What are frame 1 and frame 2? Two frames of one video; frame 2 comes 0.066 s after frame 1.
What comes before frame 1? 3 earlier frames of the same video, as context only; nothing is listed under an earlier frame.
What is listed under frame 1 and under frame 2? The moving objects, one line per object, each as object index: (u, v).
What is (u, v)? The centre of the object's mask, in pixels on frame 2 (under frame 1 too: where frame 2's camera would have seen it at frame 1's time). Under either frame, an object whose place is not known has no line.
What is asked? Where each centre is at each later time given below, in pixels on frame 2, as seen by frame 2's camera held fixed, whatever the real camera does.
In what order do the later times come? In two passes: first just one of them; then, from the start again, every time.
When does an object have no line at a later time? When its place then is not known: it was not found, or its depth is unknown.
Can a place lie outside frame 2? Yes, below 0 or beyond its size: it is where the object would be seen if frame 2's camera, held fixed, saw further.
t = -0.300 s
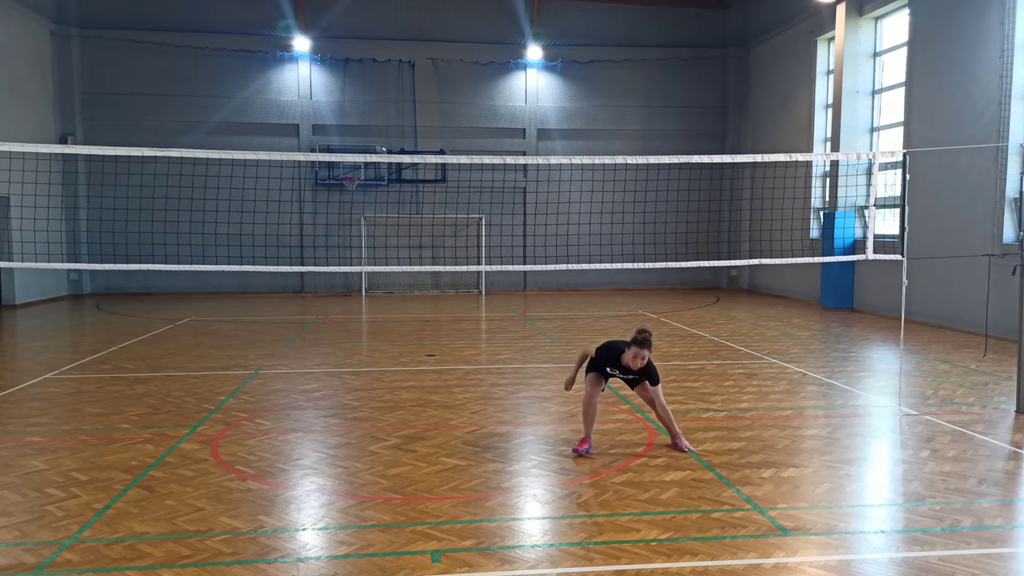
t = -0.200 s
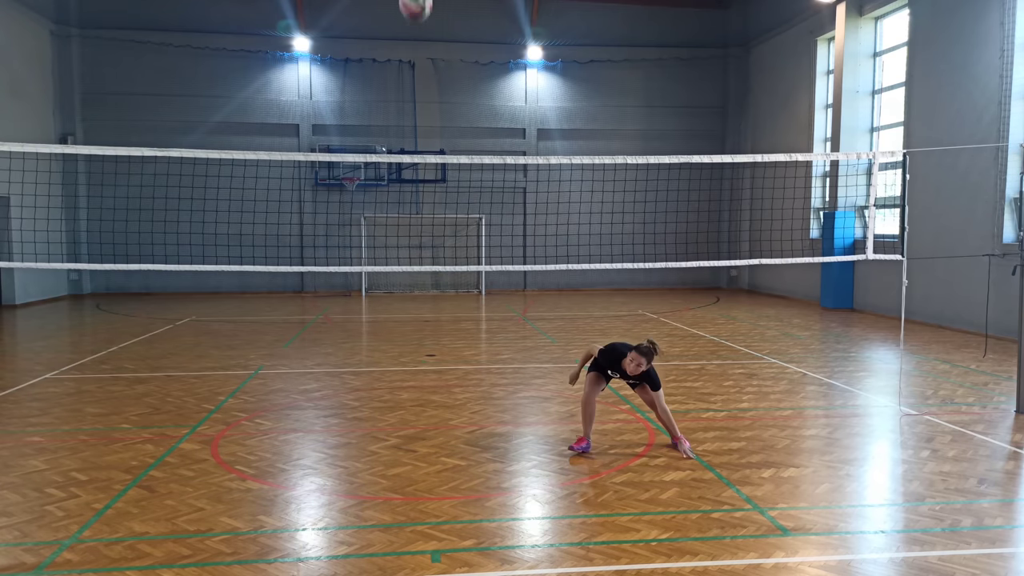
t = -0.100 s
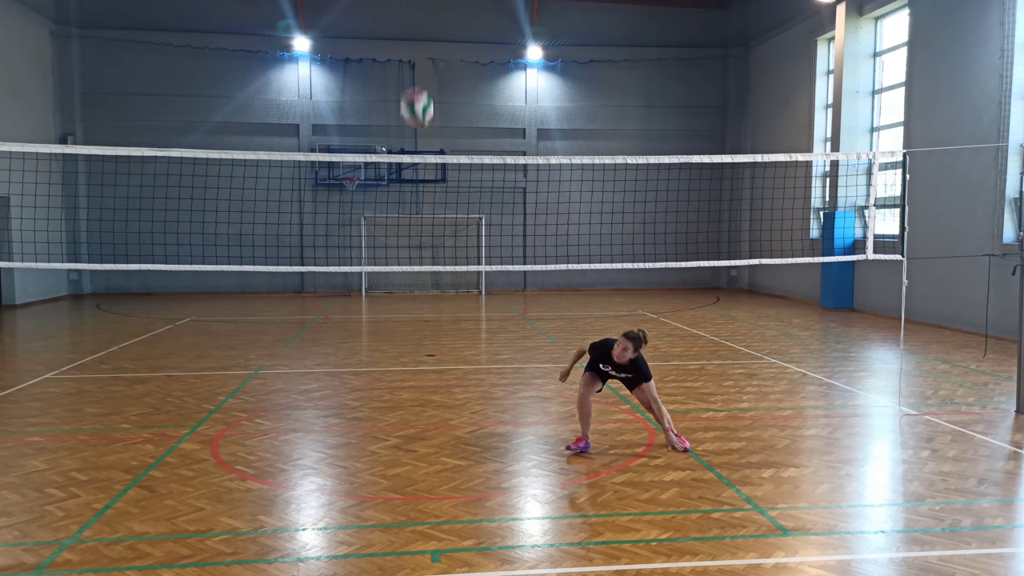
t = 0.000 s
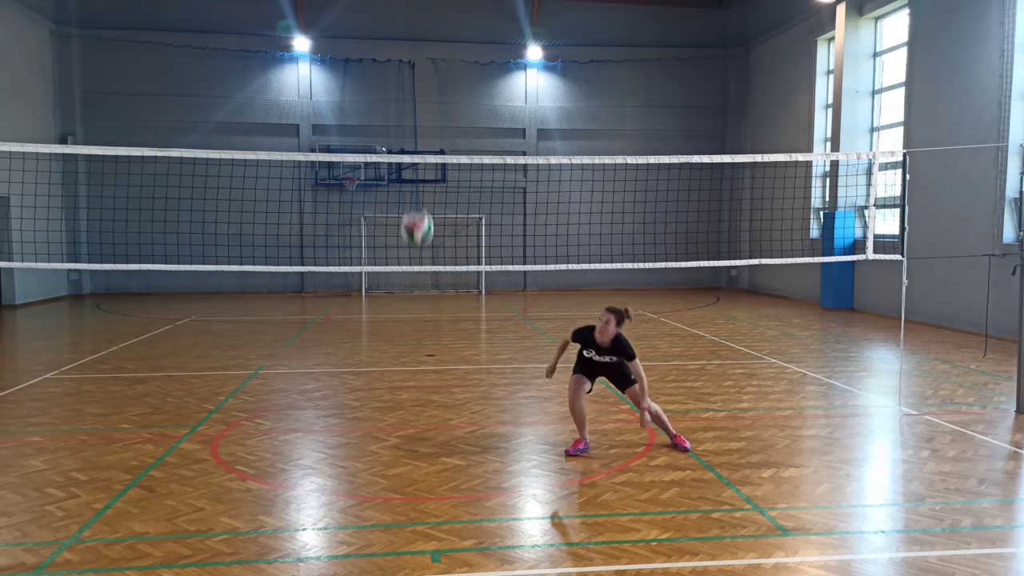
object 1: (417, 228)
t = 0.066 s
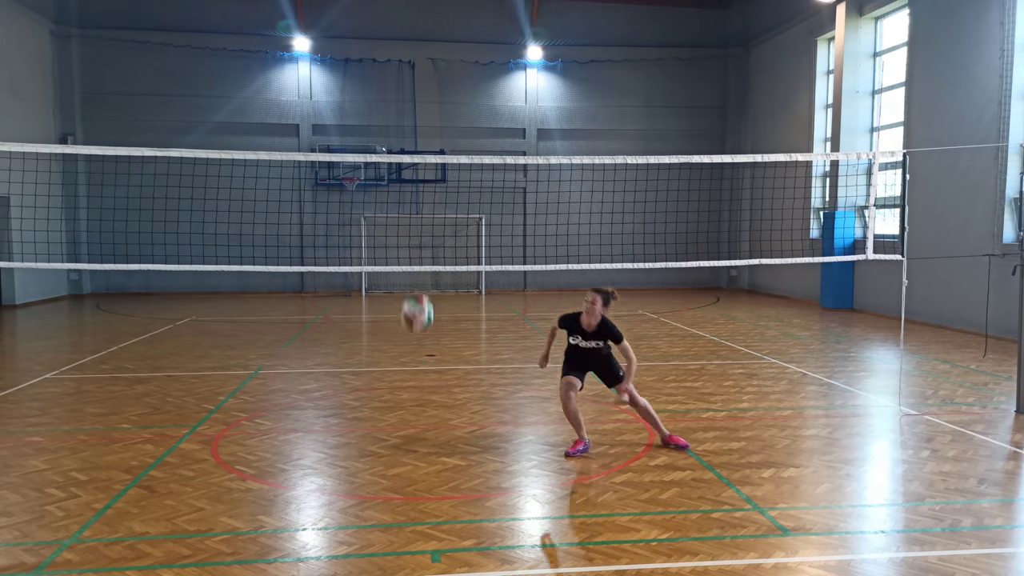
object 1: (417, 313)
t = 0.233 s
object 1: (416, 439)
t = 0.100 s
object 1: (418, 357)
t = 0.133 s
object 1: (418, 402)
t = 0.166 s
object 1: (417, 448)
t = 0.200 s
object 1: (416, 471)
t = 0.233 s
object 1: (416, 439)
